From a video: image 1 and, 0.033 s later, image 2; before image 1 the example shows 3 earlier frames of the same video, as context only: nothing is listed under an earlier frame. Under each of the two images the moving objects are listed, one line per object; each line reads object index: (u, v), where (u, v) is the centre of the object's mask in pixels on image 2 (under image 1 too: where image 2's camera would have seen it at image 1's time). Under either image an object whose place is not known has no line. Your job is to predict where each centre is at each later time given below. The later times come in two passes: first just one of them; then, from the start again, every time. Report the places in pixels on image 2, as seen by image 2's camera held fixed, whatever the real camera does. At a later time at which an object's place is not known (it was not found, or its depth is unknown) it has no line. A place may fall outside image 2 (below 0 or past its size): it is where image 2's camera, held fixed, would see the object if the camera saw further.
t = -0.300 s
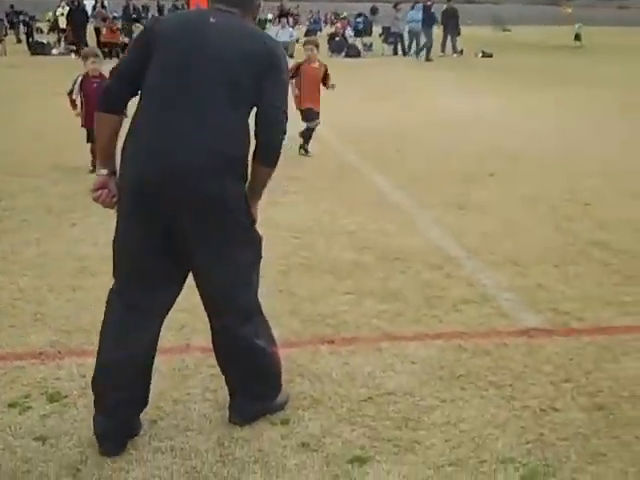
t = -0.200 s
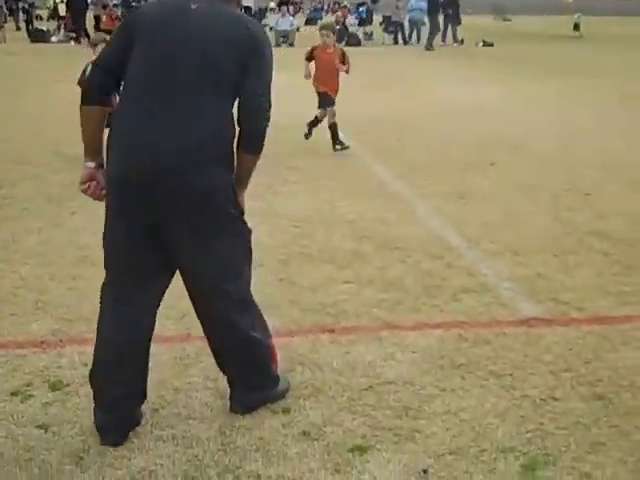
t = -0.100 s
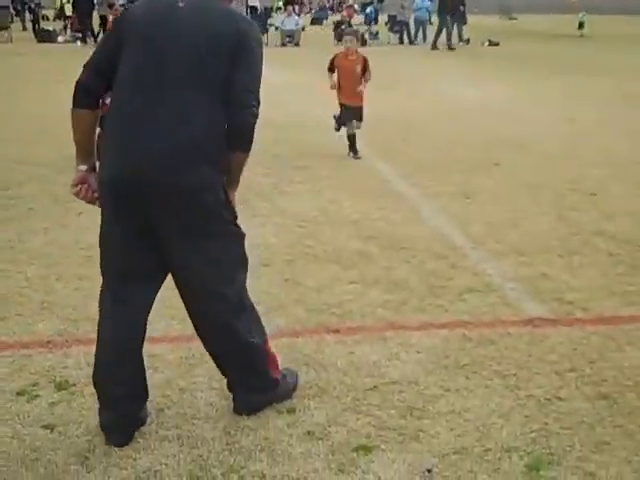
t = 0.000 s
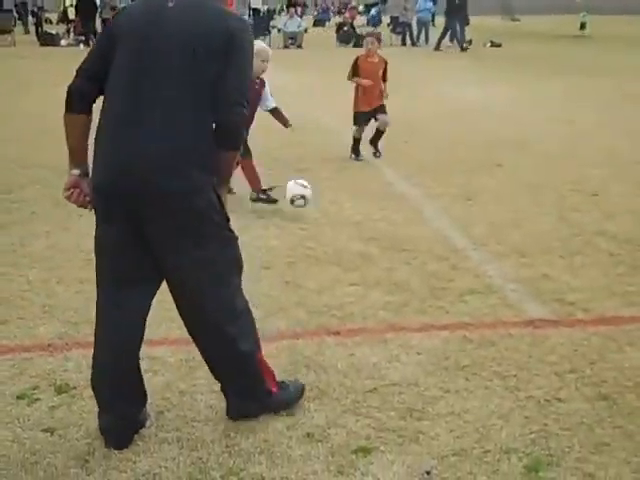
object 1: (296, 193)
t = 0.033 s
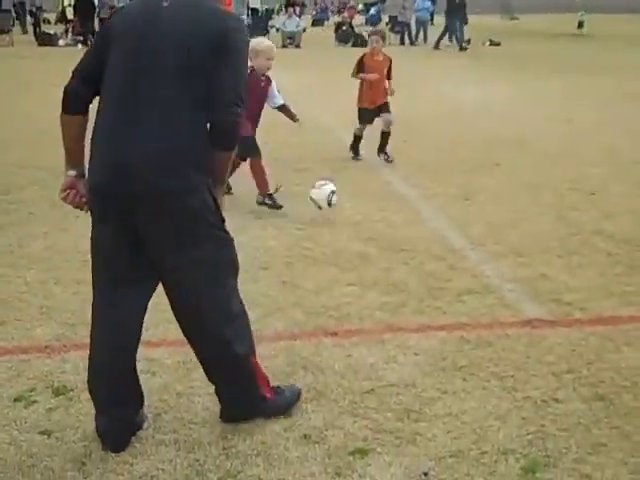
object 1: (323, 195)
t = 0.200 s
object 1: (471, 228)
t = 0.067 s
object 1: (353, 199)
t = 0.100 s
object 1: (382, 204)
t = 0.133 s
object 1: (412, 213)
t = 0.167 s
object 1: (444, 223)
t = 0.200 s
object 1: (471, 228)
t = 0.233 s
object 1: (493, 225)
